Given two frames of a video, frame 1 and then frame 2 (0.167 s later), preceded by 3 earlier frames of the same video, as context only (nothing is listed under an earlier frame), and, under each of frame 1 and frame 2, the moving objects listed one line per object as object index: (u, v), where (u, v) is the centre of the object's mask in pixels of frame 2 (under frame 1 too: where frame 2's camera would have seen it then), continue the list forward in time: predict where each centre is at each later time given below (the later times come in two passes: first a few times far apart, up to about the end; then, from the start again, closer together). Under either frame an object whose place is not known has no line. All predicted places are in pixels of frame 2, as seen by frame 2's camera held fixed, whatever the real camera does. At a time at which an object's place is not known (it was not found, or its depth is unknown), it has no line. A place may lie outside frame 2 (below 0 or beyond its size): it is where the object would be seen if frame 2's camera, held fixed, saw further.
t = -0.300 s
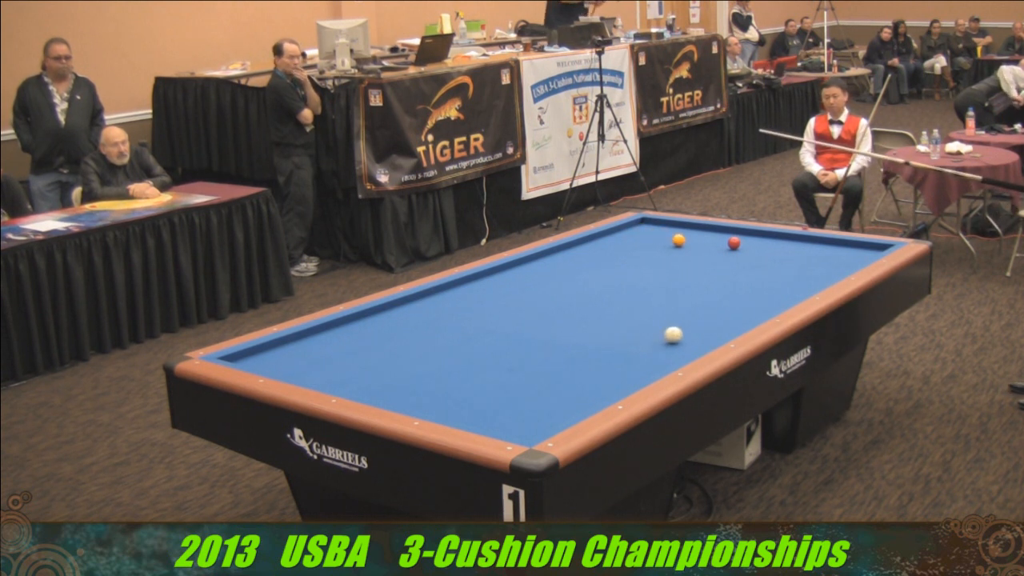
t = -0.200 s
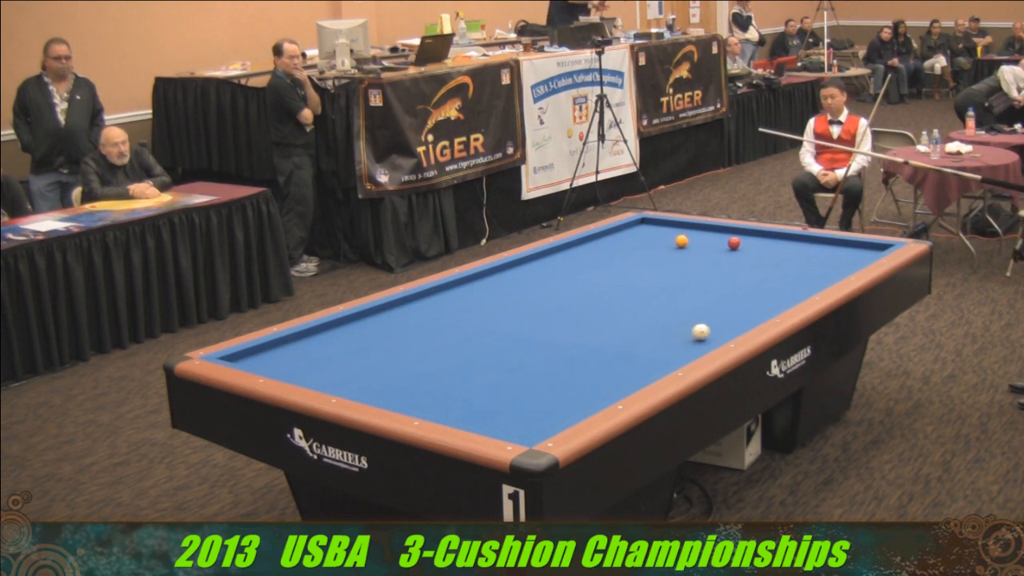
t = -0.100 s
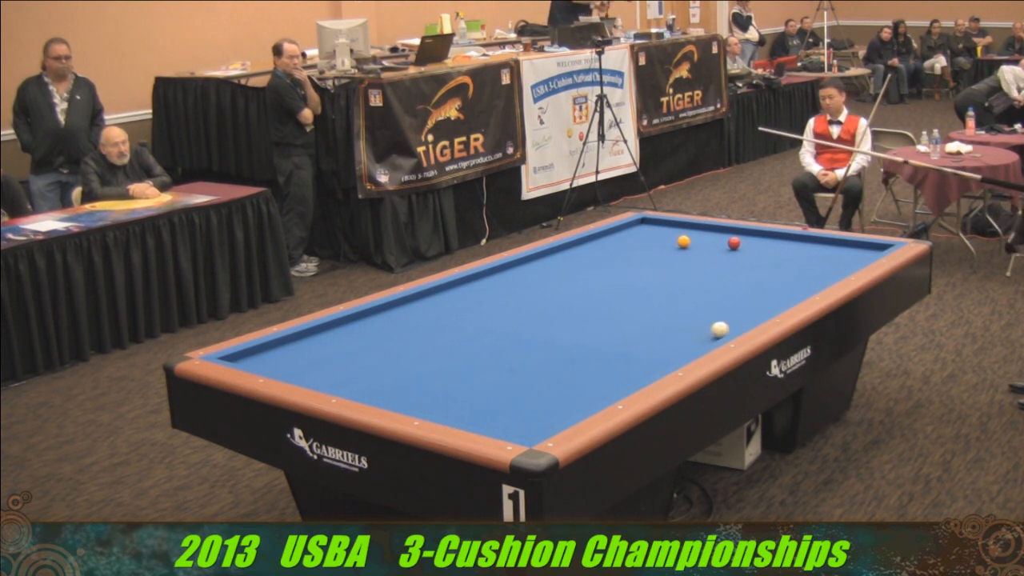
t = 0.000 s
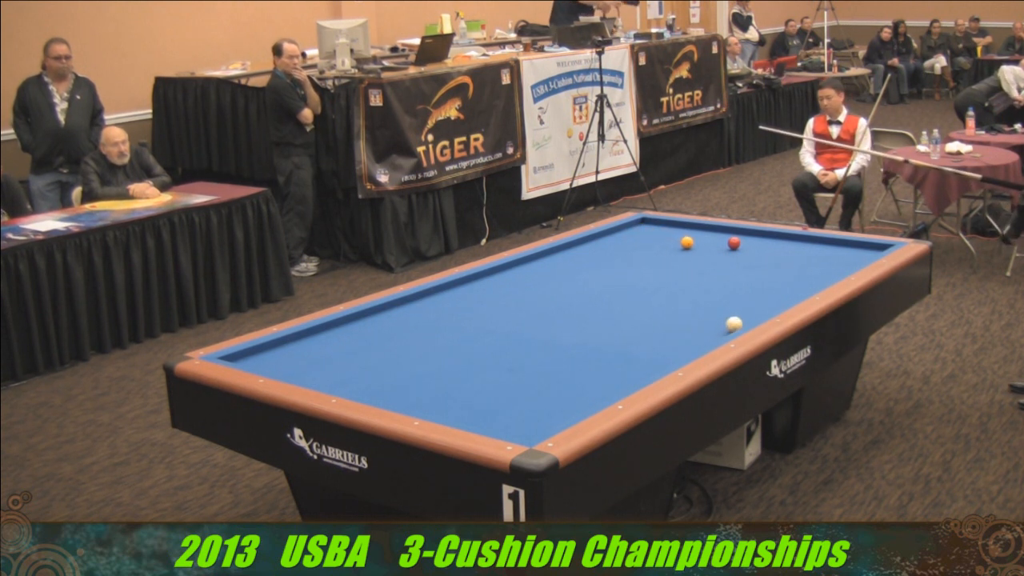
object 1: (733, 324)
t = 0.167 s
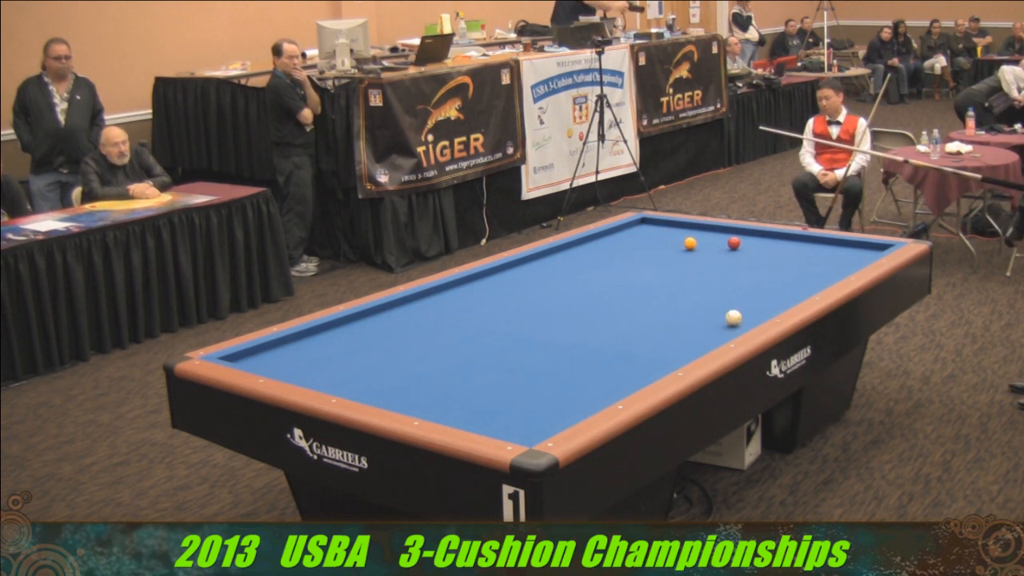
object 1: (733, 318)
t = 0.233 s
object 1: (733, 314)
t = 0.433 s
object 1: (732, 305)
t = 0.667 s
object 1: (731, 295)
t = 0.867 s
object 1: (730, 287)
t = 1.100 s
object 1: (729, 278)
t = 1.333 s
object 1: (728, 270)
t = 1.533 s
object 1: (727, 263)
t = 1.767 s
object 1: (726, 256)
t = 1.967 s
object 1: (730, 255)
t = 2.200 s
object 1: (735, 254)
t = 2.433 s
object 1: (738, 253)
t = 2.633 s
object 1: (742, 252)
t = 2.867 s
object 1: (745, 251)
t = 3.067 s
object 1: (748, 251)
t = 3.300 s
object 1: (750, 250)
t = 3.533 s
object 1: (752, 250)
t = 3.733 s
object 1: (753, 249)
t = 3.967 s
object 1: (755, 249)
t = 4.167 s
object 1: (755, 249)
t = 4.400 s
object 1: (756, 248)
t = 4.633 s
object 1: (756, 248)
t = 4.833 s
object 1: (756, 248)
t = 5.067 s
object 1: (756, 248)
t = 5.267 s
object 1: (756, 248)
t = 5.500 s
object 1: (756, 248)
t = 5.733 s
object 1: (757, 248)
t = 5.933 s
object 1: (757, 248)
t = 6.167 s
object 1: (757, 248)
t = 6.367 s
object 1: (757, 248)
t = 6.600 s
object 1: (757, 248)
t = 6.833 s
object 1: (757, 248)
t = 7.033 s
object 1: (757, 248)
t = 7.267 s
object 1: (757, 248)
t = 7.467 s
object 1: (757, 248)
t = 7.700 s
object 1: (757, 248)
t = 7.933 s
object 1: (756, 248)
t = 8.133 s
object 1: (756, 248)
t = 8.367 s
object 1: (756, 248)
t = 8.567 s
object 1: (756, 248)
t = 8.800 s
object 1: (756, 248)
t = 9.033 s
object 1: (757, 248)
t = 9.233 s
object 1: (757, 248)
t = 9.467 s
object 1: (757, 248)
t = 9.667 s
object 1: (757, 248)
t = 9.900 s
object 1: (756, 248)
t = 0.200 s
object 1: (733, 316)
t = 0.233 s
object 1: (733, 314)
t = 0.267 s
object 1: (733, 313)
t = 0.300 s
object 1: (732, 311)
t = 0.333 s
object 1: (732, 310)
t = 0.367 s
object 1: (732, 308)
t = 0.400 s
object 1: (732, 307)
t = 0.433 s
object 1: (732, 305)
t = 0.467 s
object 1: (732, 303)
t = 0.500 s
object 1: (732, 302)
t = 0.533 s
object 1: (732, 301)
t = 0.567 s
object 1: (731, 299)
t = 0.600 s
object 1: (731, 298)
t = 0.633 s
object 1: (731, 296)
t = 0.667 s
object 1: (731, 295)
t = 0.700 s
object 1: (731, 293)
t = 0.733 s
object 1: (731, 292)
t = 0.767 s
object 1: (730, 290)
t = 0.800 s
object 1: (730, 289)
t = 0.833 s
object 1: (730, 288)
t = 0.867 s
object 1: (730, 287)
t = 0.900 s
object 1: (730, 286)
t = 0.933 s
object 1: (730, 284)
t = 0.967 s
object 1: (730, 283)
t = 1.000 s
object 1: (729, 280)
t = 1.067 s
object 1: (729, 279)
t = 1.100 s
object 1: (729, 278)
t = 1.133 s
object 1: (729, 276)
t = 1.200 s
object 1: (729, 274)
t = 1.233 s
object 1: (728, 273)
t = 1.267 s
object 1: (728, 272)
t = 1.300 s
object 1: (728, 270)
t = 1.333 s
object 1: (728, 270)
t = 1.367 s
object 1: (728, 269)
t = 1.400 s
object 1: (728, 267)
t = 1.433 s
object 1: (727, 267)
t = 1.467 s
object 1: (727, 265)
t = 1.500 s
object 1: (727, 264)
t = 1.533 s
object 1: (727, 263)
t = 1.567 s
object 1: (727, 262)
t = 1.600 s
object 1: (727, 261)
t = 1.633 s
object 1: (727, 260)
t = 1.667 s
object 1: (726, 259)
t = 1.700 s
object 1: (726, 258)
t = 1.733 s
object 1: (726, 257)
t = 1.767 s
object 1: (726, 256)
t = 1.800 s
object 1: (726, 256)
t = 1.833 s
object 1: (727, 256)
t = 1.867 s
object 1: (728, 255)
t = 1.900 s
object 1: (728, 255)
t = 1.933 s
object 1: (729, 255)
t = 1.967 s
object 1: (730, 255)
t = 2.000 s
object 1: (730, 255)
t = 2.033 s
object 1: (731, 254)
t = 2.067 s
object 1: (732, 255)
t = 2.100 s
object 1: (732, 254)
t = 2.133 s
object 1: (733, 254)
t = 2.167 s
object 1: (734, 254)
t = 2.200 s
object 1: (735, 254)
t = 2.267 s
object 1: (736, 253)
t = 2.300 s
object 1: (736, 253)
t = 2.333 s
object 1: (737, 253)
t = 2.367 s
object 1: (737, 253)
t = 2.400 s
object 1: (738, 253)
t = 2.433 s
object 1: (738, 253)
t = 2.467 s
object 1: (739, 253)
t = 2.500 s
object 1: (740, 253)
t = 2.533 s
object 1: (740, 253)
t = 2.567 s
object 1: (741, 252)
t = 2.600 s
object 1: (741, 252)
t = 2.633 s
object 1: (742, 252)
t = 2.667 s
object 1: (742, 252)
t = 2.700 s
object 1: (743, 252)
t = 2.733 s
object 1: (744, 252)
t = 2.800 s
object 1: (744, 252)
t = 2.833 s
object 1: (745, 252)
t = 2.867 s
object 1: (745, 251)
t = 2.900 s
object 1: (745, 251)
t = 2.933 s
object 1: (746, 251)
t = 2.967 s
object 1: (746, 251)
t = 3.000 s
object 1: (747, 251)
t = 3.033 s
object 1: (747, 251)
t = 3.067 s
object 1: (748, 251)
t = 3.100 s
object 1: (748, 251)
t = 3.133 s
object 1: (748, 251)
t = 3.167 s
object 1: (749, 251)
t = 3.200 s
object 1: (749, 250)
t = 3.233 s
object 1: (749, 250)
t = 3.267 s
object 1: (750, 250)
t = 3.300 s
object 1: (750, 250)
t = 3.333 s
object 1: (750, 250)
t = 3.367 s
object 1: (751, 250)
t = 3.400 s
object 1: (751, 250)
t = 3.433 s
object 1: (751, 250)
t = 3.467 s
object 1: (752, 250)
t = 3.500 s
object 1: (752, 250)
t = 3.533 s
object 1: (752, 250)
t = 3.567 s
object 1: (752, 250)
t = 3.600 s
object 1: (752, 250)
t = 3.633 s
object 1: (753, 250)
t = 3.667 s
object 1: (753, 249)
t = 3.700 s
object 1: (753, 249)
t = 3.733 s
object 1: (753, 249)
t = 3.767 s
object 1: (754, 249)
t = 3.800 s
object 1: (754, 249)
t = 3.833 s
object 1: (754, 249)
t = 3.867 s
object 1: (754, 249)
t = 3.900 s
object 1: (754, 249)
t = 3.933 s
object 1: (755, 249)
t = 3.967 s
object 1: (755, 249)
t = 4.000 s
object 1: (755, 249)
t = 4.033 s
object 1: (755, 249)
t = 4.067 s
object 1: (755, 249)
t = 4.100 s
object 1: (755, 249)
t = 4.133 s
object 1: (755, 249)
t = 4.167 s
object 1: (755, 249)
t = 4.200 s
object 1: (755, 249)
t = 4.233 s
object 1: (755, 249)
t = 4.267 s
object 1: (756, 248)
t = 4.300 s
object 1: (756, 248)
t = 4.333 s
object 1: (756, 248)
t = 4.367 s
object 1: (756, 248)
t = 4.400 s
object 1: (756, 248)
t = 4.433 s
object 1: (756, 248)
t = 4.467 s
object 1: (756, 248)
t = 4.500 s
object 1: (756, 248)
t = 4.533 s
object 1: (756, 248)
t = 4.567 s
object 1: (756, 248)
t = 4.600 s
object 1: (756, 248)
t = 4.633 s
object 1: (756, 248)
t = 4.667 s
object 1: (756, 248)
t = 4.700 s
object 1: (756, 248)
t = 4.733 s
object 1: (756, 248)
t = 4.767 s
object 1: (756, 248)
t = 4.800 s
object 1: (756, 248)
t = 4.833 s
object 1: (756, 248)
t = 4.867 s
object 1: (757, 248)
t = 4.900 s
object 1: (756, 248)
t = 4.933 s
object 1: (756, 248)
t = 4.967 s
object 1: (756, 248)
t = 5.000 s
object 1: (756, 248)
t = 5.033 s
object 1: (756, 248)
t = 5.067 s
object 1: (756, 248)
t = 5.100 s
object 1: (757, 248)
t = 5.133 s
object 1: (756, 248)
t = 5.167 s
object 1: (756, 248)
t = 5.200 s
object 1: (756, 248)
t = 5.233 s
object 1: (756, 248)
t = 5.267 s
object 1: (756, 248)
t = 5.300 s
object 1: (756, 248)
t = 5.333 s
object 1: (756, 248)
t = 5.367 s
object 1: (756, 248)
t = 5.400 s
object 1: (756, 248)
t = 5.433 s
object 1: (756, 248)
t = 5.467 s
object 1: (756, 248)
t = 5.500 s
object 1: (756, 248)
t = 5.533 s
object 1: (756, 248)
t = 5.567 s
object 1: (757, 248)
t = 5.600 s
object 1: (757, 248)
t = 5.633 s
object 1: (757, 248)
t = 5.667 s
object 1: (757, 248)
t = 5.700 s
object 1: (757, 248)
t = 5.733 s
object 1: (757, 248)
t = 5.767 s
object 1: (757, 248)
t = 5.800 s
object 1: (757, 248)
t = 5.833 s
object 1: (757, 248)
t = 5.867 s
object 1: (757, 248)
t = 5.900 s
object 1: (757, 248)
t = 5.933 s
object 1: (757, 248)
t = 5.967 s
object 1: (757, 248)
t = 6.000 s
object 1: (757, 248)
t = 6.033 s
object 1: (757, 248)
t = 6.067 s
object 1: (757, 248)
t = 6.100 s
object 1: (757, 248)
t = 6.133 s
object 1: (757, 248)
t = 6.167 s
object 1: (757, 248)
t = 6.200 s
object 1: (757, 248)
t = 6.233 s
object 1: (757, 248)
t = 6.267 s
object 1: (757, 248)
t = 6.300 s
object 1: (757, 248)
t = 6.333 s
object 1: (757, 248)
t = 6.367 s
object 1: (757, 248)
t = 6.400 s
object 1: (757, 248)
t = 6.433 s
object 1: (757, 248)
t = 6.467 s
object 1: (757, 248)
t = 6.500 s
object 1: (757, 248)
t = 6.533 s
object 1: (757, 248)
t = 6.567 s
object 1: (757, 248)
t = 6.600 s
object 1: (757, 248)
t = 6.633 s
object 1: (757, 248)
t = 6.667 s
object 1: (757, 248)
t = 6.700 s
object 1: (757, 248)
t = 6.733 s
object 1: (757, 248)
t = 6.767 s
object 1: (757, 248)
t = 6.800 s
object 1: (757, 248)
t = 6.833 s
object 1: (757, 248)
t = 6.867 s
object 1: (757, 248)
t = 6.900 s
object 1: (757, 248)
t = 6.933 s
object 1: (757, 248)
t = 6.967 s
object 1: (757, 248)
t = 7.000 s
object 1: (757, 248)
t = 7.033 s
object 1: (757, 248)
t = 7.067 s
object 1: (757, 248)
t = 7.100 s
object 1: (757, 248)
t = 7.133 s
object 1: (757, 248)
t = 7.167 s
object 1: (757, 248)
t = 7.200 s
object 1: (757, 248)
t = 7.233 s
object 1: (757, 248)
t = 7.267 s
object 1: (757, 248)
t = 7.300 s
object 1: (757, 248)
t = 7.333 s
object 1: (757, 248)
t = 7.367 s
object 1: (757, 248)
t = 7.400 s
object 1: (757, 248)
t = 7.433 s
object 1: (757, 248)
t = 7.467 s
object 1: (757, 248)
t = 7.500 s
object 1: (757, 248)
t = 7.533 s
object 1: (757, 248)
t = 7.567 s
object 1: (757, 248)
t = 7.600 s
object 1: (757, 248)
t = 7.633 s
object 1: (757, 248)
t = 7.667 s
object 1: (757, 248)
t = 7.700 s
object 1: (757, 248)
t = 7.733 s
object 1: (757, 248)
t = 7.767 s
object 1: (756, 248)
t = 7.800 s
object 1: (757, 248)
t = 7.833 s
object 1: (757, 248)
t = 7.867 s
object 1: (757, 248)
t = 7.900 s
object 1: (757, 248)
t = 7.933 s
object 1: (756, 248)
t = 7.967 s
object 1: (756, 248)
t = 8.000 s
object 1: (757, 248)
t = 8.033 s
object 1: (757, 248)
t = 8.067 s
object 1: (756, 248)
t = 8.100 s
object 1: (756, 248)
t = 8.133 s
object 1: (756, 248)
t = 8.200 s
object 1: (756, 248)
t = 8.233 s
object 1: (756, 248)
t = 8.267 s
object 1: (756, 248)
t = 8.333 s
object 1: (756, 248)
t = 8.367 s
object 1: (756, 248)
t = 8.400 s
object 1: (756, 248)
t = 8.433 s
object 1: (756, 248)
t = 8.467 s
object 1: (756, 248)
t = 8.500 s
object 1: (756, 248)
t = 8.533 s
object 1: (756, 248)
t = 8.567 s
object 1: (756, 248)
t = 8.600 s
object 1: (756, 248)
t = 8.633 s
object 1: (756, 248)
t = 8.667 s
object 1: (756, 248)
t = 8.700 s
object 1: (756, 248)
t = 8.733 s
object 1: (756, 248)
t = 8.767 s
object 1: (756, 248)
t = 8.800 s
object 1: (756, 248)
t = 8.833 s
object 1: (756, 248)
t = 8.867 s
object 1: (756, 248)
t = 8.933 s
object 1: (756, 248)
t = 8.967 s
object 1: (756, 248)
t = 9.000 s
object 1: (757, 248)
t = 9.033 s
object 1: (757, 248)
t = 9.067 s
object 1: (757, 248)
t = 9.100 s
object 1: (757, 248)
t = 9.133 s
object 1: (757, 248)
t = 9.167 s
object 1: (757, 248)
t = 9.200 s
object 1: (757, 248)
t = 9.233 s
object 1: (757, 248)
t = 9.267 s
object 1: (757, 248)
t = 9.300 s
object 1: (757, 248)
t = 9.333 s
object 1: (757, 248)
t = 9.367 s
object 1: (757, 248)
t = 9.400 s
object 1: (757, 248)
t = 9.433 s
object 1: (757, 248)
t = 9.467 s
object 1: (757, 248)
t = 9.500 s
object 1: (757, 248)
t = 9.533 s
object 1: (757, 248)
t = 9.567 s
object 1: (757, 248)
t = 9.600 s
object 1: (757, 248)
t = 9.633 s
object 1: (757, 248)
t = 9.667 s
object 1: (757, 248)
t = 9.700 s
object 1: (757, 248)
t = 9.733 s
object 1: (757, 248)
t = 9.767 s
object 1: (757, 248)
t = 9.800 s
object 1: (757, 248)
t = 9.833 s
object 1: (757, 248)
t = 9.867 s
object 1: (756, 248)
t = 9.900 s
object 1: (756, 248)
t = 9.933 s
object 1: (757, 248)
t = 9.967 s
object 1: (756, 248)
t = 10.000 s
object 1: (757, 248)
